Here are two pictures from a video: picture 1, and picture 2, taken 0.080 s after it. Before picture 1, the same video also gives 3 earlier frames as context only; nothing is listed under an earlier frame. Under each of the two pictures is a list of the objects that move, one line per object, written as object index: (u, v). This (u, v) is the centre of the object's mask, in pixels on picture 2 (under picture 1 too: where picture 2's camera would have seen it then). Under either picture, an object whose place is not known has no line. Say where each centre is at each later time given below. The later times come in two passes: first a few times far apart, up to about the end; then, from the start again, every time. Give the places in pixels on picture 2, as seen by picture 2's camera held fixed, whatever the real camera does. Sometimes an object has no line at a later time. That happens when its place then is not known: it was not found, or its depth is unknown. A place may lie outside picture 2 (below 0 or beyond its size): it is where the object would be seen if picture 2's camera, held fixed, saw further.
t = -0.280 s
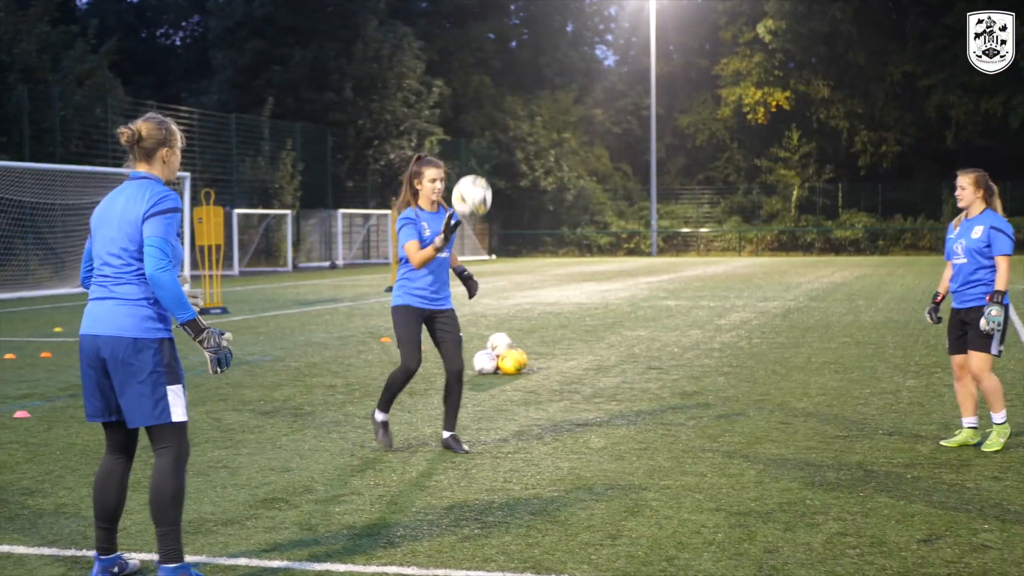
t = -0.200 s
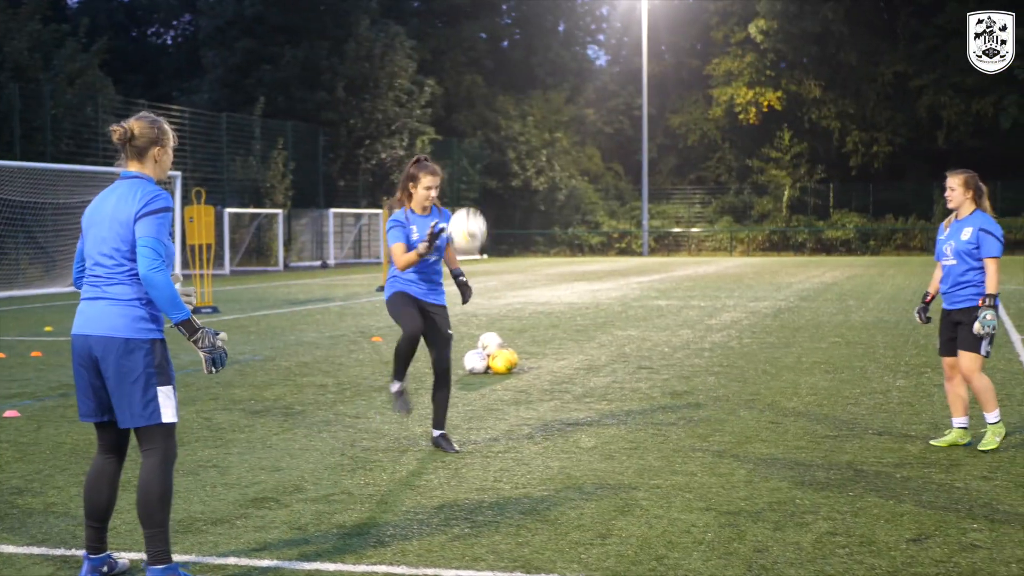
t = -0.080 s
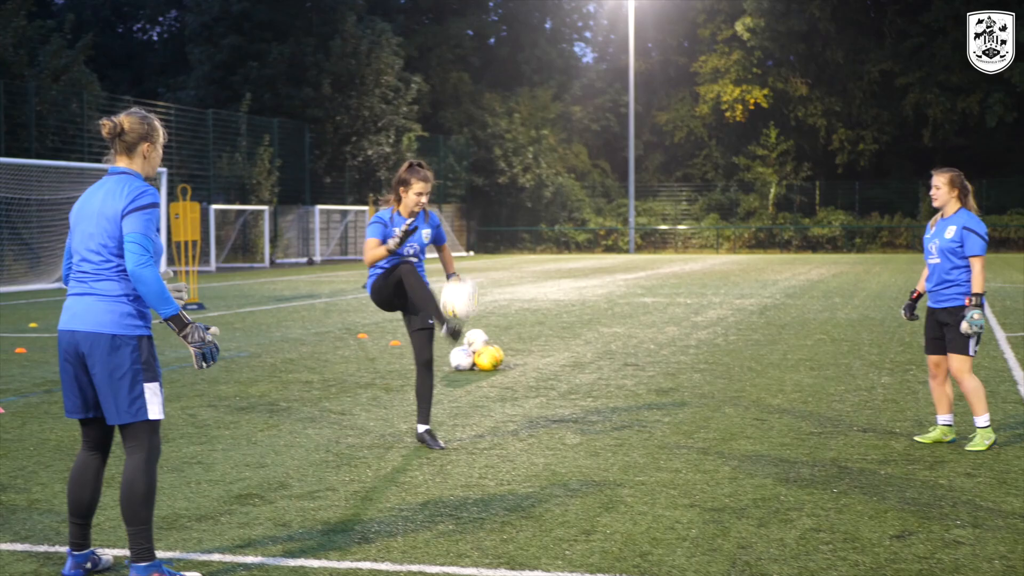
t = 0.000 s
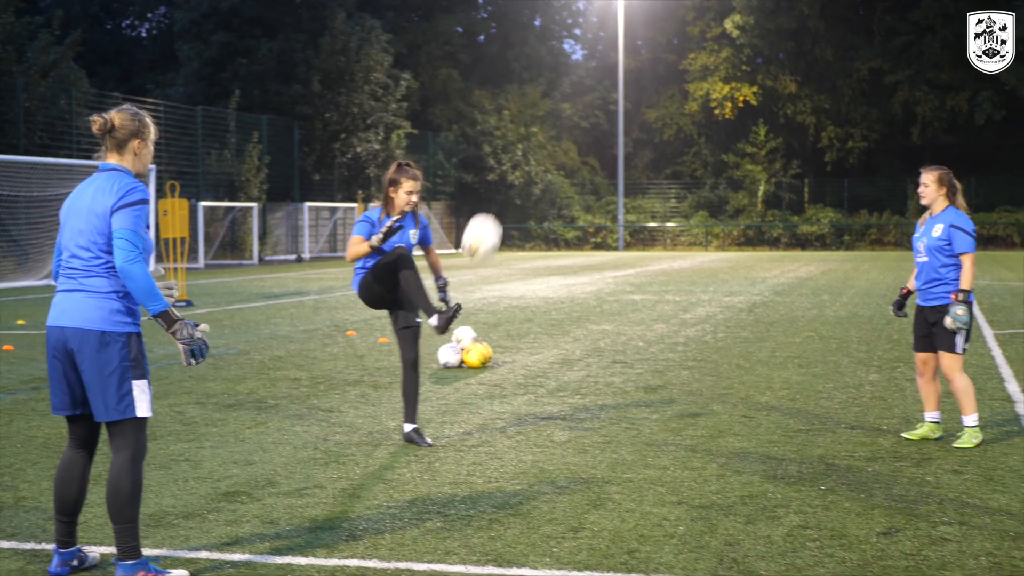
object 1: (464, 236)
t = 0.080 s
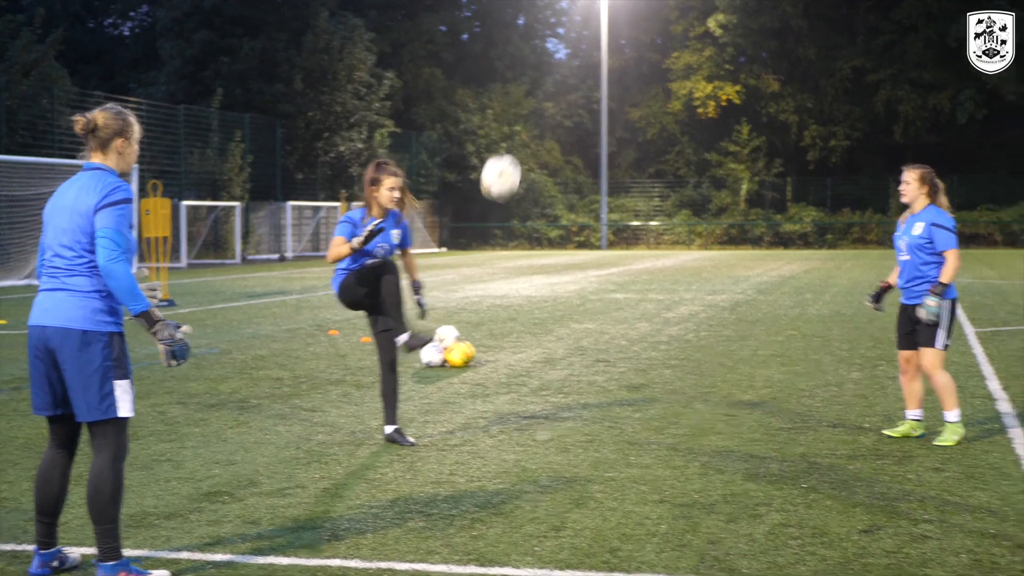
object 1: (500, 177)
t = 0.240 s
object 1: (571, 88)
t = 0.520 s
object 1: (696, 38)
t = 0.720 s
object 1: (789, 83)
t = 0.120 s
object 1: (518, 151)
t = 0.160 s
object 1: (535, 126)
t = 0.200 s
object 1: (553, 106)
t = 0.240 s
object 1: (571, 88)
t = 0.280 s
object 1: (588, 73)
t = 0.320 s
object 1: (606, 60)
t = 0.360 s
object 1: (625, 50)
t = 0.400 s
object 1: (642, 43)
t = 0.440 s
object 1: (660, 39)
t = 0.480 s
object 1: (678, 38)
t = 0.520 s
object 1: (696, 38)
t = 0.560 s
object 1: (714, 41)
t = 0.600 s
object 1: (732, 48)
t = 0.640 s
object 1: (751, 56)
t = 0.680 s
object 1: (770, 68)
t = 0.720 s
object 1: (789, 83)
